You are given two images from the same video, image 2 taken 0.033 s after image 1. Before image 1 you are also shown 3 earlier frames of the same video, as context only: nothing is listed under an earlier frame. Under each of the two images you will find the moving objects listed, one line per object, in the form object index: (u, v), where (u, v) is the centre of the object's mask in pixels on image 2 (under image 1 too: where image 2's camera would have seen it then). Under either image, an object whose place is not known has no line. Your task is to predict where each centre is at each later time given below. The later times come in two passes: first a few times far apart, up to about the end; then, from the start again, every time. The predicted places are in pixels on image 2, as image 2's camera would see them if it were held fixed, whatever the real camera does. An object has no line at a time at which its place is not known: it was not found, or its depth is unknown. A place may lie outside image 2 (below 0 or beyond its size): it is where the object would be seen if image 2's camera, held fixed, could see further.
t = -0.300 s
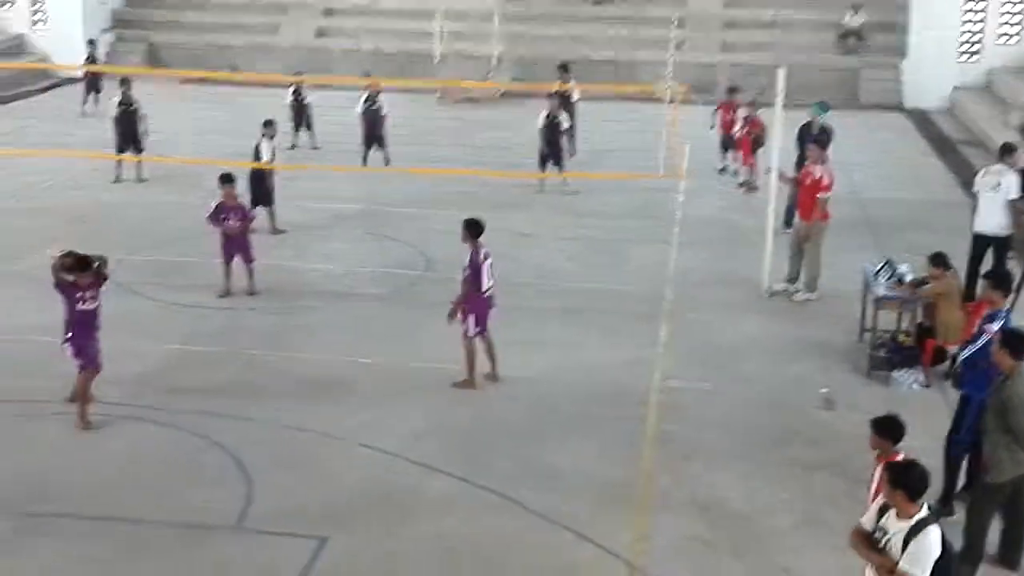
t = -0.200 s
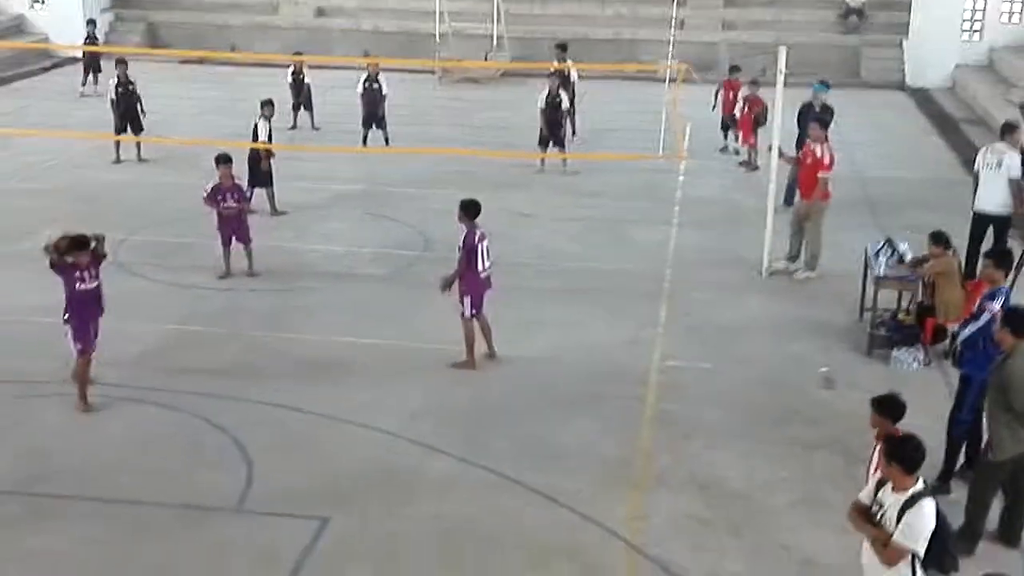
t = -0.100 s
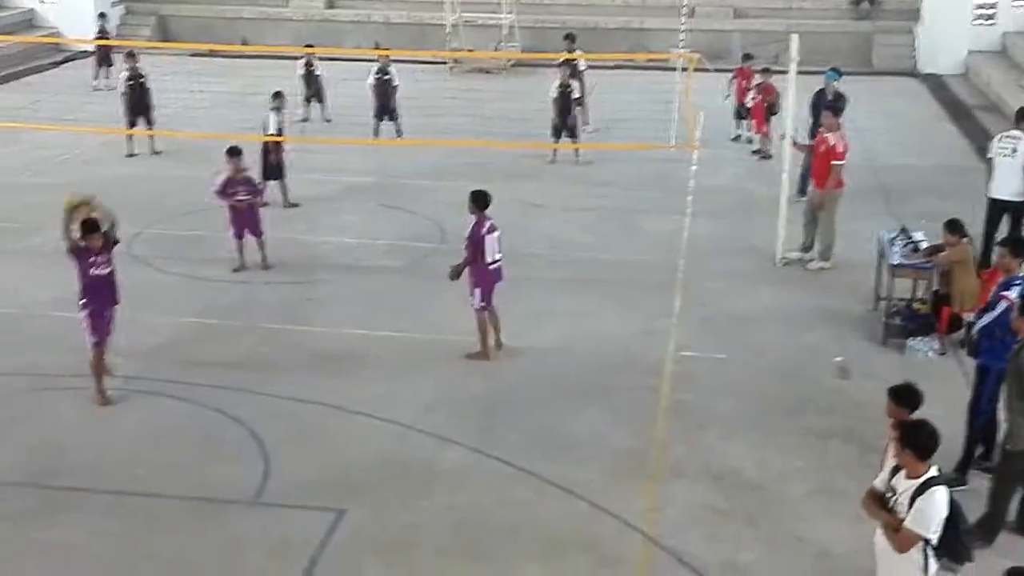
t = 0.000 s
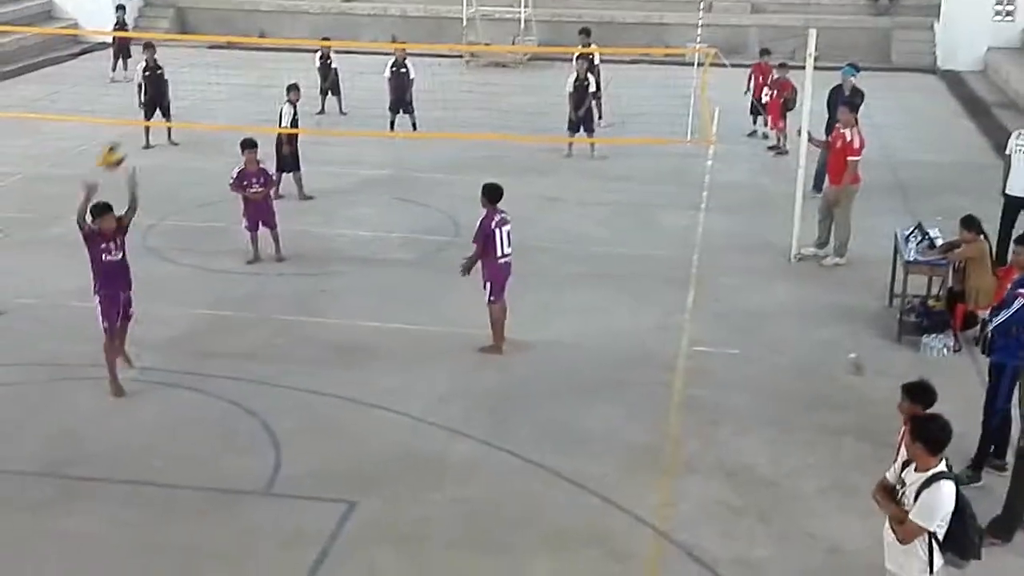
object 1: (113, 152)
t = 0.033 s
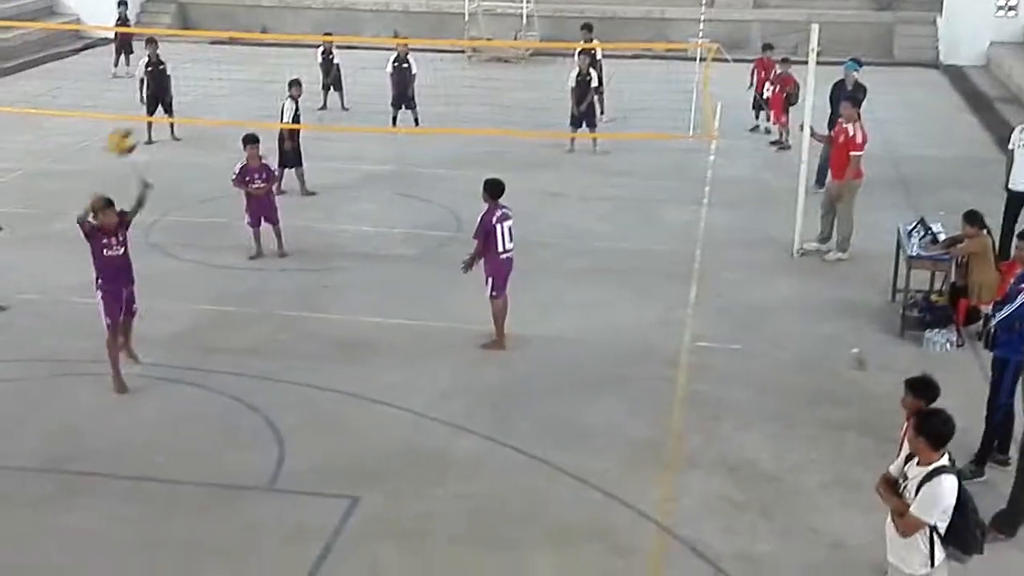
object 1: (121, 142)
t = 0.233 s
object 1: (194, 111)
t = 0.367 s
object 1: (246, 122)
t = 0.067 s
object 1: (131, 132)
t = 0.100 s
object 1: (141, 127)
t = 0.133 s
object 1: (154, 120)
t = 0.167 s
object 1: (166, 115)
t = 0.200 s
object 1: (178, 113)
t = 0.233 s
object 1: (194, 111)
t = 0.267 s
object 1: (206, 111)
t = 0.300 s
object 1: (219, 112)
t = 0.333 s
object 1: (233, 116)
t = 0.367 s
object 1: (246, 122)
